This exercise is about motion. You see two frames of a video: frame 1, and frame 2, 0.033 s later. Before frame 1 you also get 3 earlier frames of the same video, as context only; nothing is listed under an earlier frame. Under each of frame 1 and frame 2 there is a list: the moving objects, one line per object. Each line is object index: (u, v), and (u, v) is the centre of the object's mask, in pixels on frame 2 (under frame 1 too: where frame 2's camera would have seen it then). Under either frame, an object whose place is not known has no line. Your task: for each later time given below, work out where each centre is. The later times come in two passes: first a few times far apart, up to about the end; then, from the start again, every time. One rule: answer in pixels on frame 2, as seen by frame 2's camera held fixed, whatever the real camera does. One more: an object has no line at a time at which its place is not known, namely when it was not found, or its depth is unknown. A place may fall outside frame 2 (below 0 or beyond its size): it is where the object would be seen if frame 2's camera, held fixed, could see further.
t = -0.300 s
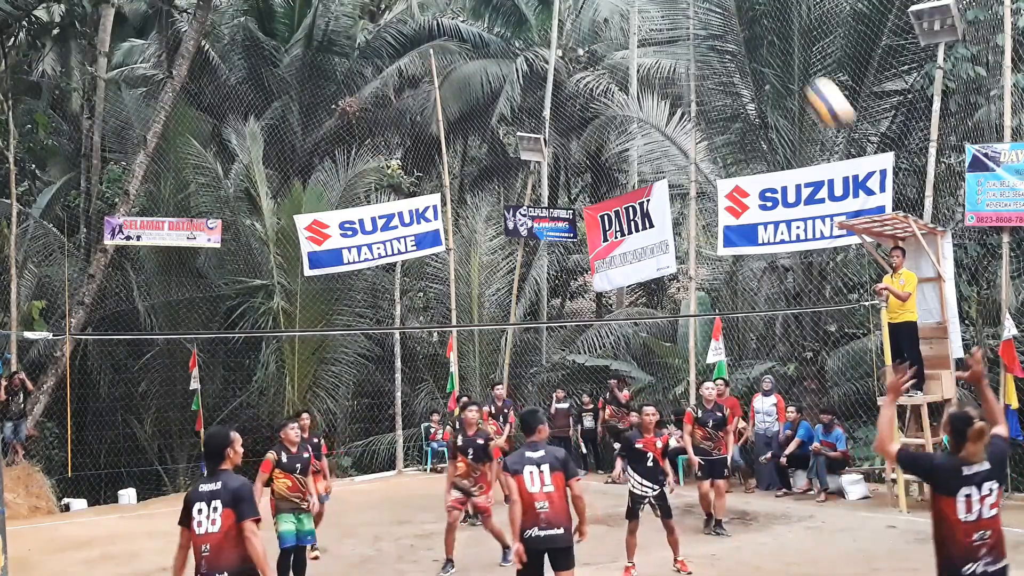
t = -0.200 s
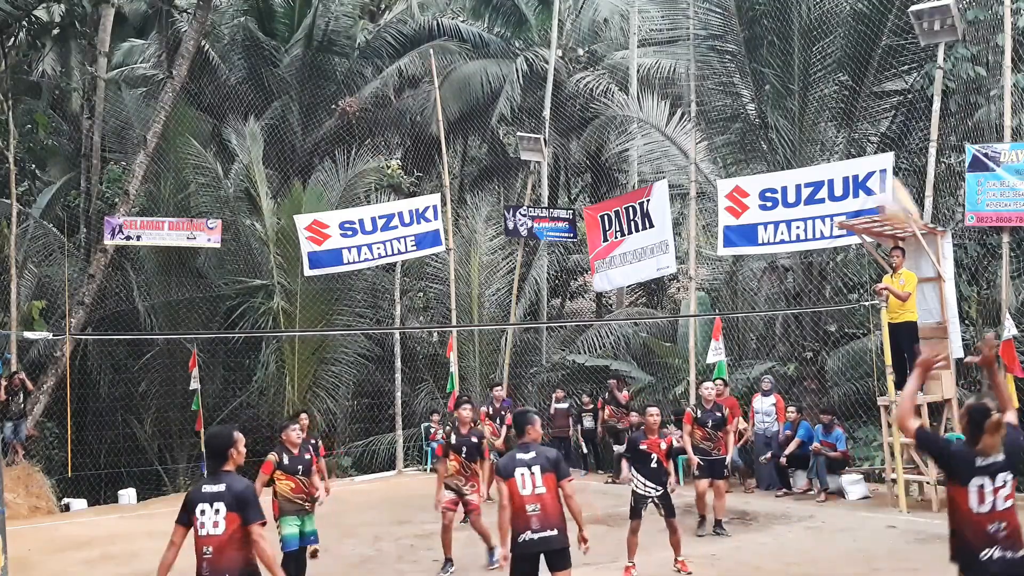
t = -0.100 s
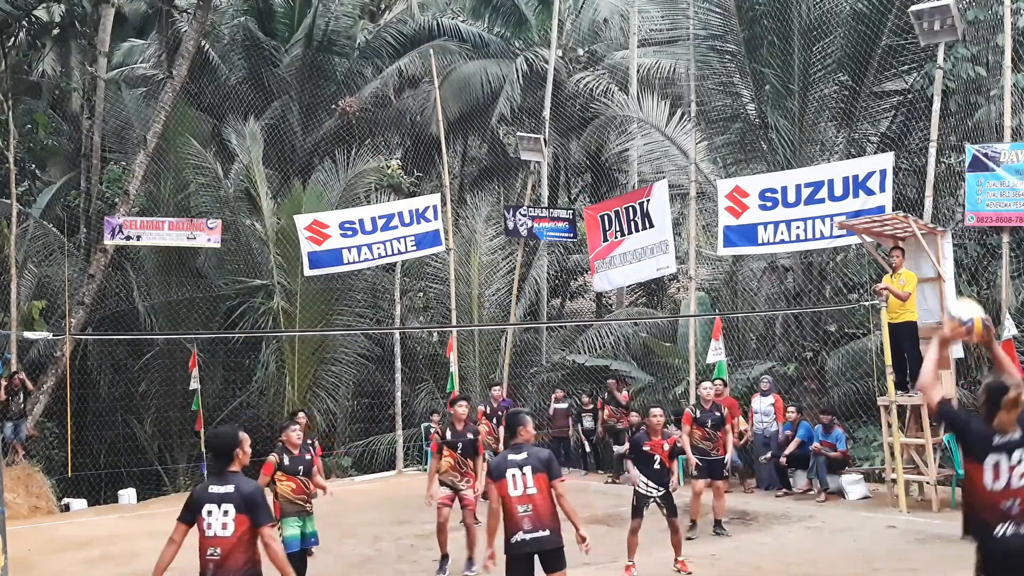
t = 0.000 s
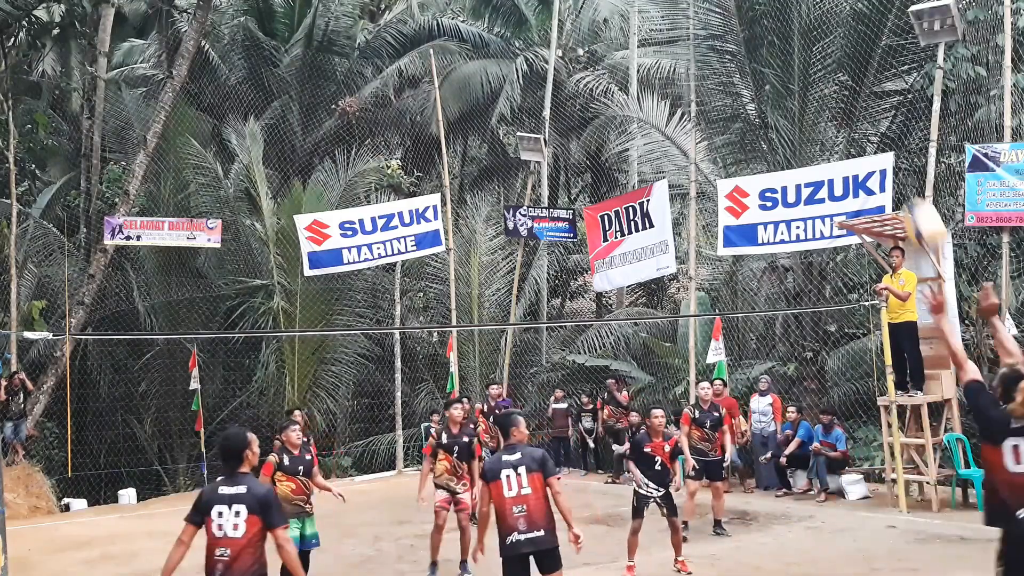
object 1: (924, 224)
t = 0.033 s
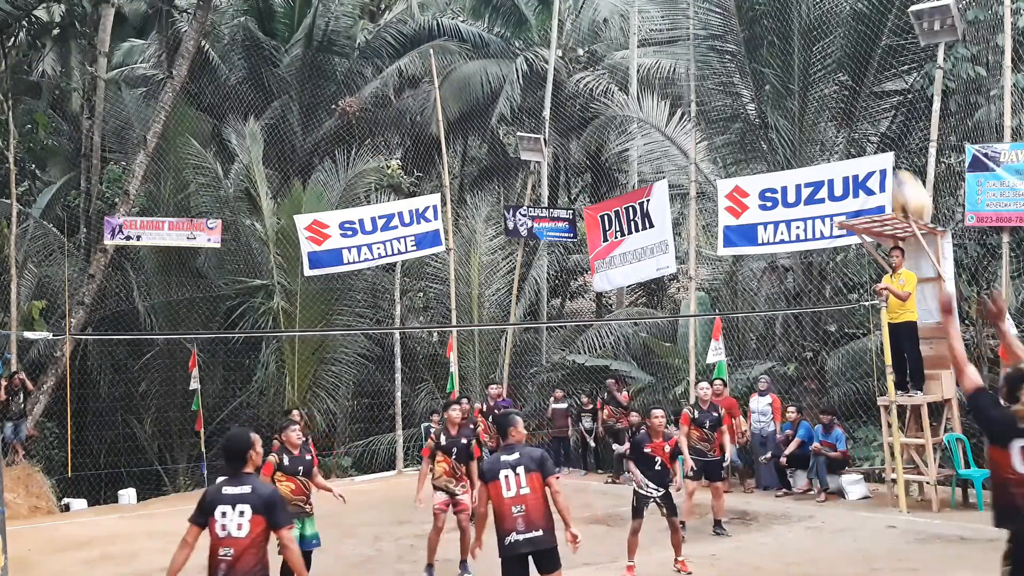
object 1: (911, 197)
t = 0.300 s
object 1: (805, 50)
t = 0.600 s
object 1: (723, 33)
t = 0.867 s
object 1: (670, 112)
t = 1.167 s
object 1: (624, 289)
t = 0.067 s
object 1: (896, 171)
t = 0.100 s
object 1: (879, 143)
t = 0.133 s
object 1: (865, 124)
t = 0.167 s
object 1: (852, 106)
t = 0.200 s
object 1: (840, 88)
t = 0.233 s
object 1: (828, 73)
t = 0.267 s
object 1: (817, 62)
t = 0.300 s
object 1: (805, 50)
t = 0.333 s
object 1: (795, 41)
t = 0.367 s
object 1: (785, 35)
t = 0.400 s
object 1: (775, 30)
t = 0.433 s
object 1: (765, 27)
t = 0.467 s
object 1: (756, 25)
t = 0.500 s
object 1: (748, 25)
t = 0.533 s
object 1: (740, 26)
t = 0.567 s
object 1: (731, 28)
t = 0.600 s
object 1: (723, 33)
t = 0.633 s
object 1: (716, 38)
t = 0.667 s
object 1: (708, 46)
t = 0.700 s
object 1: (701, 55)
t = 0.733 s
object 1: (694, 64)
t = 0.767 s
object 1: (687, 75)
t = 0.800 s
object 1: (681, 86)
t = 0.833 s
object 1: (676, 98)
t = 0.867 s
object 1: (670, 112)
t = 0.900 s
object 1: (665, 128)
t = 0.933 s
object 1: (657, 146)
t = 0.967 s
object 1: (652, 163)
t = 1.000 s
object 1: (646, 180)
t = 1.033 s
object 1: (642, 197)
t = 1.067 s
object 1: (638, 217)
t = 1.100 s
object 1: (633, 237)
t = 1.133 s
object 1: (629, 264)
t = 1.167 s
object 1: (624, 289)
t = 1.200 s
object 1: (620, 308)
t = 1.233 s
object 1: (616, 333)
